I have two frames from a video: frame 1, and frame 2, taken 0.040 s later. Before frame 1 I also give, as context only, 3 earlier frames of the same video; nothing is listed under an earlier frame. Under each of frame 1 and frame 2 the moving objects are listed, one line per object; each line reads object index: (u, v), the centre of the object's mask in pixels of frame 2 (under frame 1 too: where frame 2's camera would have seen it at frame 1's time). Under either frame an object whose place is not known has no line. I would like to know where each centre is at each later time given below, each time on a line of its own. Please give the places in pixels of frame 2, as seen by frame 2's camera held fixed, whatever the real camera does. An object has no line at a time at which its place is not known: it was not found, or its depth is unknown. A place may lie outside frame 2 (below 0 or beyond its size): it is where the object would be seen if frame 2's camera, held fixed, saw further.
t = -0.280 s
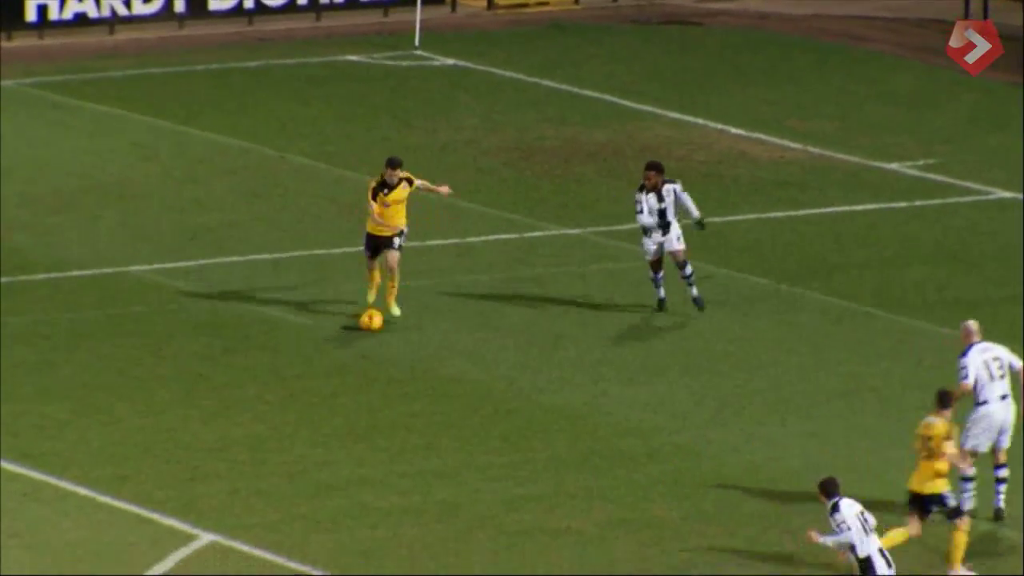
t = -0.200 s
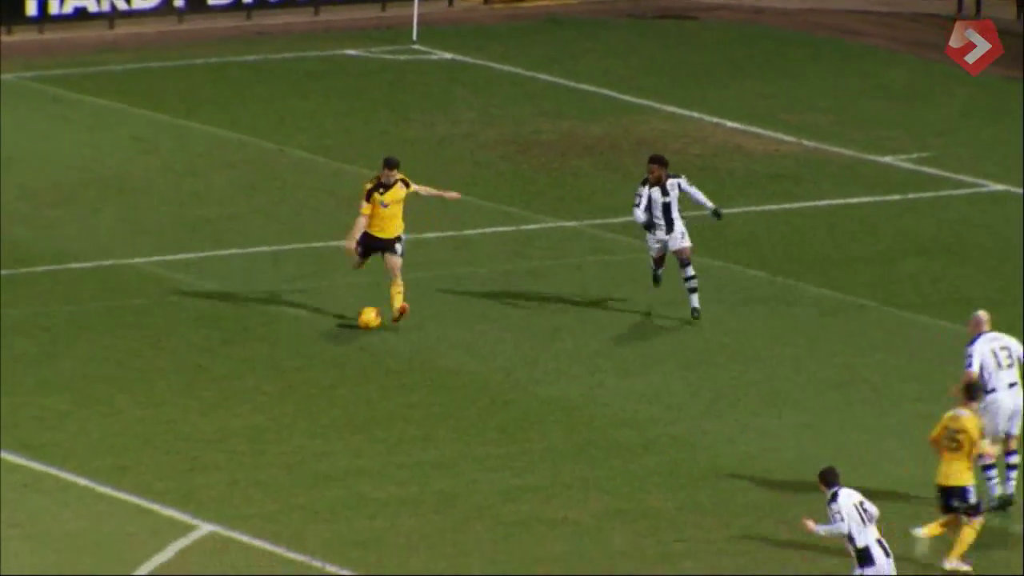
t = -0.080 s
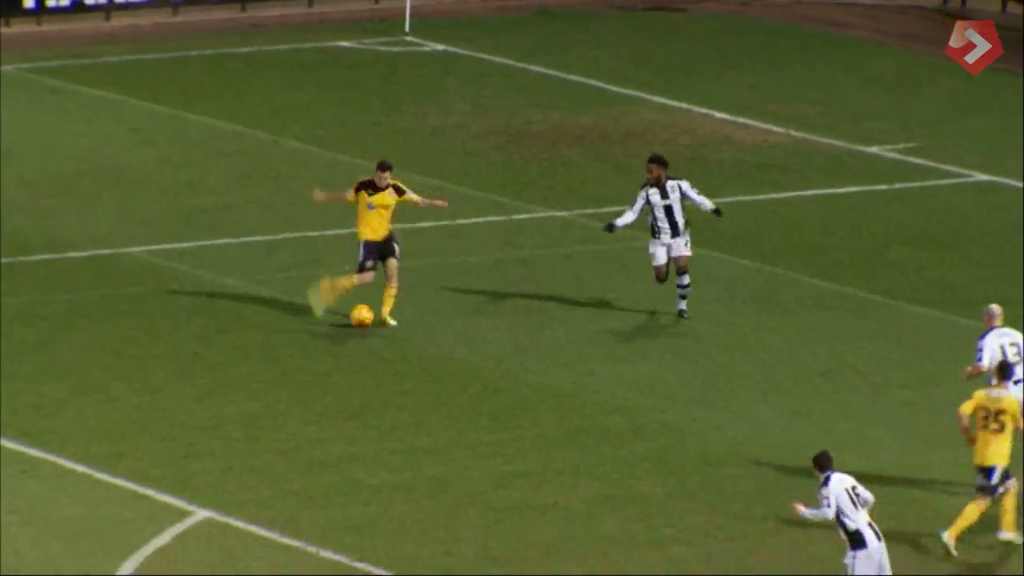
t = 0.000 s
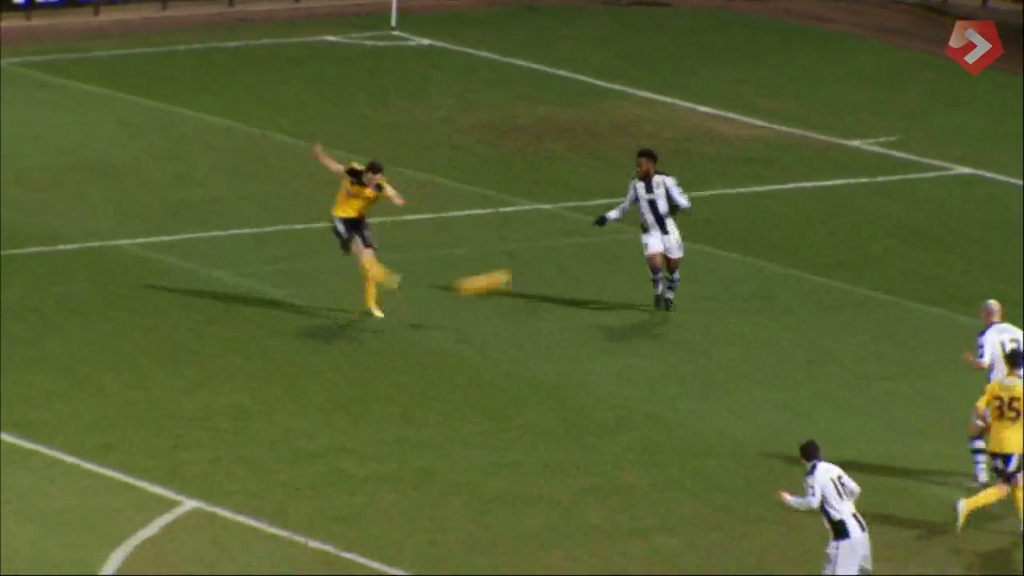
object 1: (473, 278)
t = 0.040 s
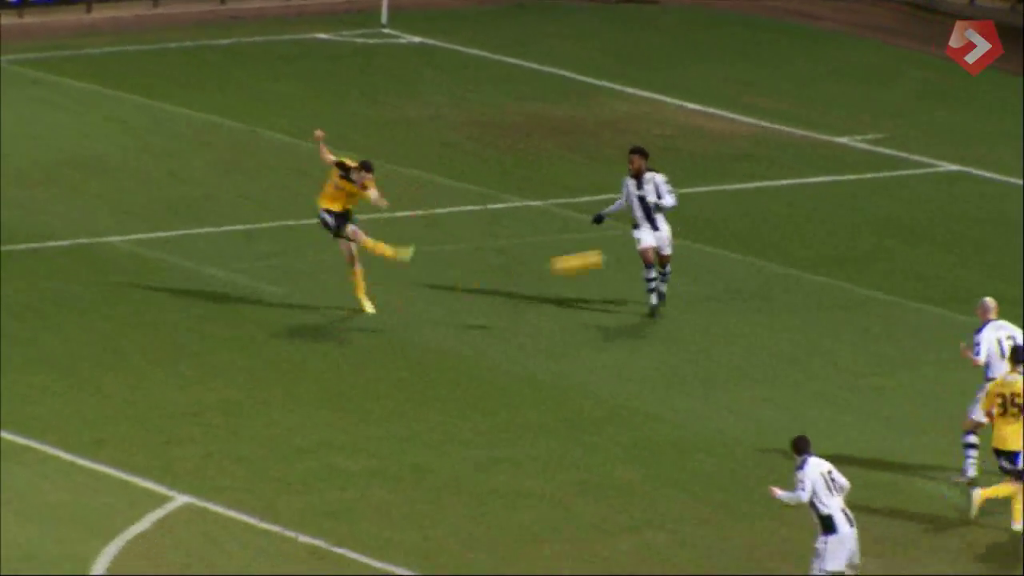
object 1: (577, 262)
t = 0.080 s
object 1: (686, 249)
